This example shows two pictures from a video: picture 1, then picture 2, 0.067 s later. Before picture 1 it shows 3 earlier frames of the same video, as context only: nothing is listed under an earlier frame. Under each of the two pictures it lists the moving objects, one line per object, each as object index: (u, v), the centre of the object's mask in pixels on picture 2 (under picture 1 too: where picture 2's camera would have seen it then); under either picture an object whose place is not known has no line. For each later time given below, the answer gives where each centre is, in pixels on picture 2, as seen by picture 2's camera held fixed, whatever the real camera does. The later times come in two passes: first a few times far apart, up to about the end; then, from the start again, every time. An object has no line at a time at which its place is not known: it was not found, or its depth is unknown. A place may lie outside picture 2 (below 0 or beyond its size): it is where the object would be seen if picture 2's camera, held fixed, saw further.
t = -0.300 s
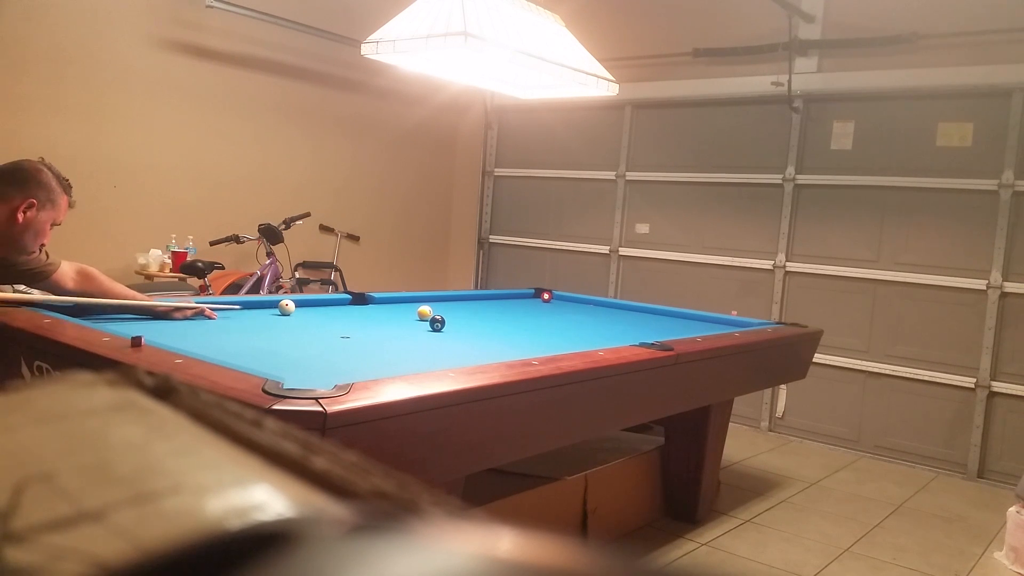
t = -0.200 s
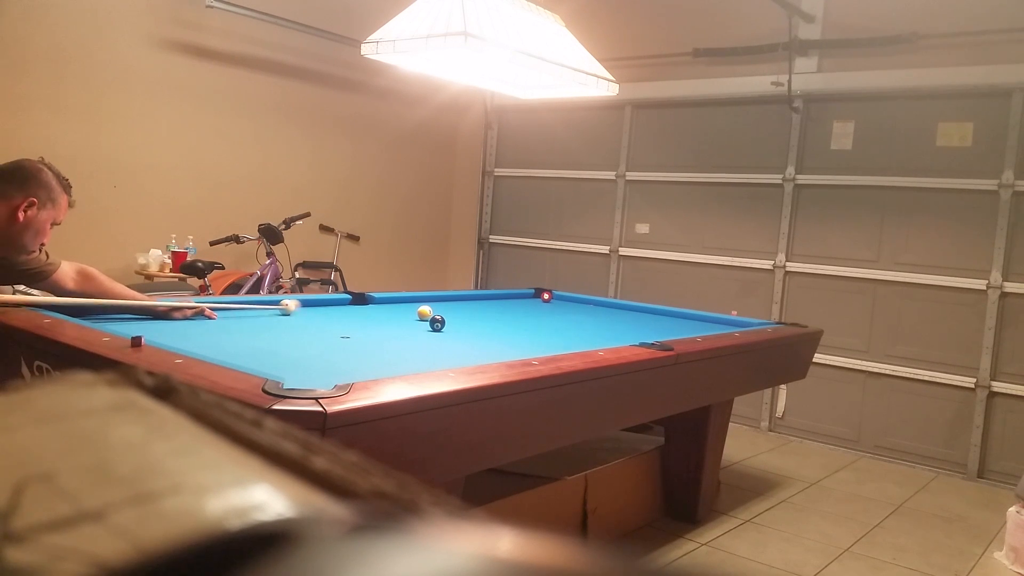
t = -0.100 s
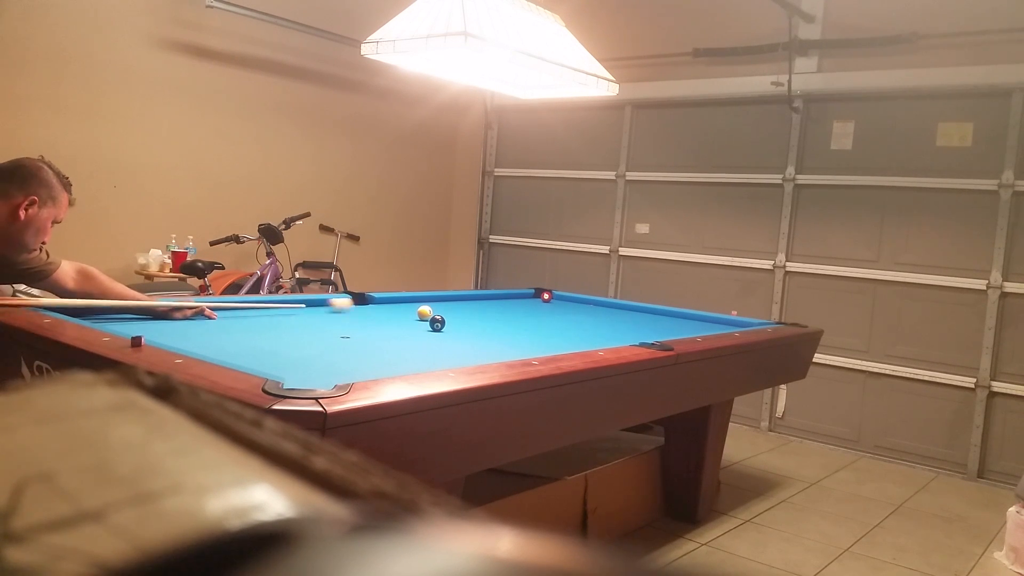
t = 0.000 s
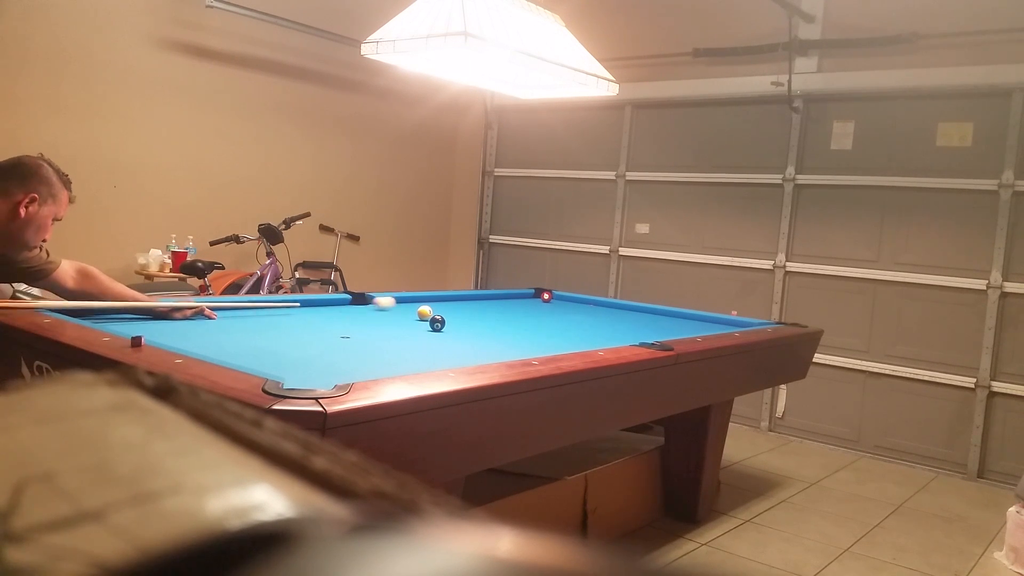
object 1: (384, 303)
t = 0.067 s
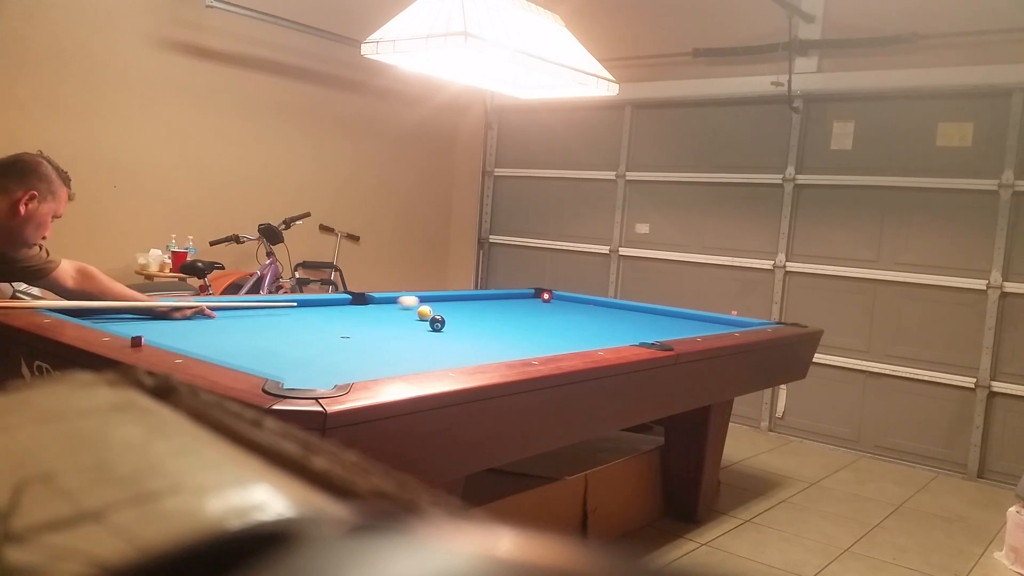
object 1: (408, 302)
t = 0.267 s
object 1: (467, 300)
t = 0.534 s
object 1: (530, 298)
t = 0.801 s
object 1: (582, 300)
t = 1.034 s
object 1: (608, 304)
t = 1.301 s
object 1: (627, 310)
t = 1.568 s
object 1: (649, 316)
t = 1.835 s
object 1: (672, 322)
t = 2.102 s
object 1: (697, 327)
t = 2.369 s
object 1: (695, 330)
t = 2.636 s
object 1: (661, 329)
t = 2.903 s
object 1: (629, 327)
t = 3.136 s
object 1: (602, 325)
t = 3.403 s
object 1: (573, 323)
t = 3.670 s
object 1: (545, 321)
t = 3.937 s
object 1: (518, 319)
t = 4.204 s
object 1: (494, 318)
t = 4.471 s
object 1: (470, 316)
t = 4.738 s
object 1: (449, 314)
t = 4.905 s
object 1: (440, 312)
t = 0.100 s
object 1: (419, 301)
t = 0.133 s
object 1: (429, 301)
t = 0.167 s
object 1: (439, 301)
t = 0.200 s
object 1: (448, 301)
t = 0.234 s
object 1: (458, 300)
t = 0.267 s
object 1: (467, 300)
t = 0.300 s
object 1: (475, 300)
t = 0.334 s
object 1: (484, 300)
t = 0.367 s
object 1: (492, 299)
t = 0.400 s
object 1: (500, 299)
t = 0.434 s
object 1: (508, 299)
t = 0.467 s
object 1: (515, 299)
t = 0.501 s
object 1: (523, 298)
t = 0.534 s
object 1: (530, 298)
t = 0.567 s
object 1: (536, 298)
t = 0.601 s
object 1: (544, 298)
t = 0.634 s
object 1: (550, 298)
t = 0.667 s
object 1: (557, 299)
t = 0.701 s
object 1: (563, 299)
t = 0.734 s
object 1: (569, 299)
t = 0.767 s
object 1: (575, 300)
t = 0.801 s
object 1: (582, 300)
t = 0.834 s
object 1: (588, 301)
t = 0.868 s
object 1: (594, 301)
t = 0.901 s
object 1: (599, 302)
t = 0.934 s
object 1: (601, 302)
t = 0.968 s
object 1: (603, 303)
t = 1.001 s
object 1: (605, 303)
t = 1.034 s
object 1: (608, 304)
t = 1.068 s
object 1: (610, 305)
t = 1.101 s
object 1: (612, 306)
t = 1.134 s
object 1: (615, 306)
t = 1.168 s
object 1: (617, 307)
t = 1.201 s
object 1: (620, 308)
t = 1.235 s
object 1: (622, 308)
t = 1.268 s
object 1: (625, 309)
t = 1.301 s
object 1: (627, 310)
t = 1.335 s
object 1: (630, 310)
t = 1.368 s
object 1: (632, 311)
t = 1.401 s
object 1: (635, 312)
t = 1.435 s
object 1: (638, 313)
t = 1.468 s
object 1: (641, 313)
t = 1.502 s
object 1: (643, 314)
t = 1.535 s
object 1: (646, 315)
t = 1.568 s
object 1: (649, 316)
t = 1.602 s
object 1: (652, 316)
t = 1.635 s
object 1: (654, 317)
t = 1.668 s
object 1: (658, 318)
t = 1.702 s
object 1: (660, 319)
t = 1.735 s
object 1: (663, 319)
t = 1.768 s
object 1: (666, 320)
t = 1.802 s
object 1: (669, 321)
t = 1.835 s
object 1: (672, 322)
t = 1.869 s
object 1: (675, 322)
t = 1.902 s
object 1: (678, 323)
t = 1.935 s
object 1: (681, 324)
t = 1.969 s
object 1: (684, 325)
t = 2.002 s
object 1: (688, 326)
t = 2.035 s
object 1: (691, 327)
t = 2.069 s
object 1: (694, 327)
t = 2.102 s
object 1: (697, 327)
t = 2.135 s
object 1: (700, 328)
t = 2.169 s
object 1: (704, 328)
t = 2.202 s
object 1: (707, 329)
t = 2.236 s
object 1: (710, 329)
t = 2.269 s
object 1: (708, 329)
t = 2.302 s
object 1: (704, 330)
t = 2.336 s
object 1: (699, 330)
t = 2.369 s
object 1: (695, 330)
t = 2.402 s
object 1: (691, 330)
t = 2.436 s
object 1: (686, 329)
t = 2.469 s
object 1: (682, 329)
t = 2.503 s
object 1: (678, 329)
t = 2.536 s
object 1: (674, 329)
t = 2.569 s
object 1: (670, 329)
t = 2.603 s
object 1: (665, 329)
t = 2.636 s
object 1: (661, 329)
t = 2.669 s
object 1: (657, 329)
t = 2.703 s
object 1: (653, 328)
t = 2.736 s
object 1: (649, 328)
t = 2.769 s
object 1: (645, 328)
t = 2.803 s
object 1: (641, 328)
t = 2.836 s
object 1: (637, 327)
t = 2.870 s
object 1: (633, 327)
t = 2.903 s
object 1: (629, 327)
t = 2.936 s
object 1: (625, 326)
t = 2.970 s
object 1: (621, 326)
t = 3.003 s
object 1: (617, 326)
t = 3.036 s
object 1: (613, 326)
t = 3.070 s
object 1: (609, 325)
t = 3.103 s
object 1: (605, 325)
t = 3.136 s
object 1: (602, 325)
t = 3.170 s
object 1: (598, 325)
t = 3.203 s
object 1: (594, 324)
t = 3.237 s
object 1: (591, 324)
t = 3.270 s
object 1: (587, 324)
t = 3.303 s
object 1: (583, 324)
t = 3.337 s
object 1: (580, 323)
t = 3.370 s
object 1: (576, 323)
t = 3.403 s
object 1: (573, 323)
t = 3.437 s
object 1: (569, 323)
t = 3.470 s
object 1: (566, 322)
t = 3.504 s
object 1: (562, 322)
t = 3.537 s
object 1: (559, 322)
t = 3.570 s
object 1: (555, 322)
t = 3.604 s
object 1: (551, 321)
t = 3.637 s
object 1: (548, 321)
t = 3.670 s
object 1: (545, 321)
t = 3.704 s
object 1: (541, 321)
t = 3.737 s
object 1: (538, 321)
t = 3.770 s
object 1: (535, 320)
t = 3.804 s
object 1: (531, 320)
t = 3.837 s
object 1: (528, 320)
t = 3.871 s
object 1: (525, 320)
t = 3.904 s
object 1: (522, 320)
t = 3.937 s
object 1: (518, 319)
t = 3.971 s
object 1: (515, 319)
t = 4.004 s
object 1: (512, 319)
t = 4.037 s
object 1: (509, 319)
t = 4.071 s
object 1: (506, 319)
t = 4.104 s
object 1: (503, 318)
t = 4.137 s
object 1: (500, 318)
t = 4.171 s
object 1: (497, 318)
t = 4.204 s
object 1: (494, 318)
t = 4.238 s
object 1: (491, 318)
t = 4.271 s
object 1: (488, 317)
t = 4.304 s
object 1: (485, 317)
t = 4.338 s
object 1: (482, 317)
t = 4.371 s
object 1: (479, 317)
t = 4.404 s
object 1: (476, 316)
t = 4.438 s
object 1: (473, 316)
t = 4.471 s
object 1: (470, 316)
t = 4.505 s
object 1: (467, 316)
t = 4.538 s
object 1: (464, 316)
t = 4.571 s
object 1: (462, 316)
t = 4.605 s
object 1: (459, 315)
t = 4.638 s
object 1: (456, 315)
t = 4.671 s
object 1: (453, 315)
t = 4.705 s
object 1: (451, 315)
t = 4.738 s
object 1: (449, 314)
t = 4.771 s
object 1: (446, 313)
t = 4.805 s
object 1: (444, 313)
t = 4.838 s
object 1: (441, 312)
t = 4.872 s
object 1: (440, 312)
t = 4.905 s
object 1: (440, 312)
